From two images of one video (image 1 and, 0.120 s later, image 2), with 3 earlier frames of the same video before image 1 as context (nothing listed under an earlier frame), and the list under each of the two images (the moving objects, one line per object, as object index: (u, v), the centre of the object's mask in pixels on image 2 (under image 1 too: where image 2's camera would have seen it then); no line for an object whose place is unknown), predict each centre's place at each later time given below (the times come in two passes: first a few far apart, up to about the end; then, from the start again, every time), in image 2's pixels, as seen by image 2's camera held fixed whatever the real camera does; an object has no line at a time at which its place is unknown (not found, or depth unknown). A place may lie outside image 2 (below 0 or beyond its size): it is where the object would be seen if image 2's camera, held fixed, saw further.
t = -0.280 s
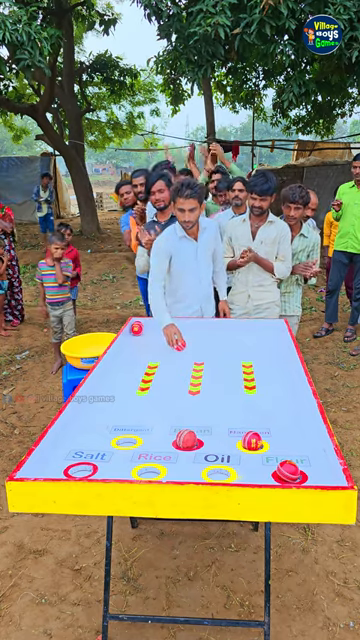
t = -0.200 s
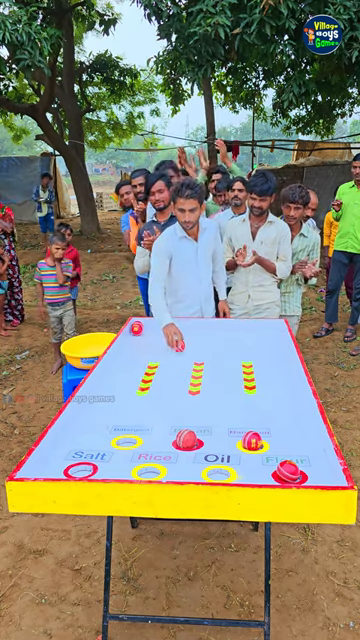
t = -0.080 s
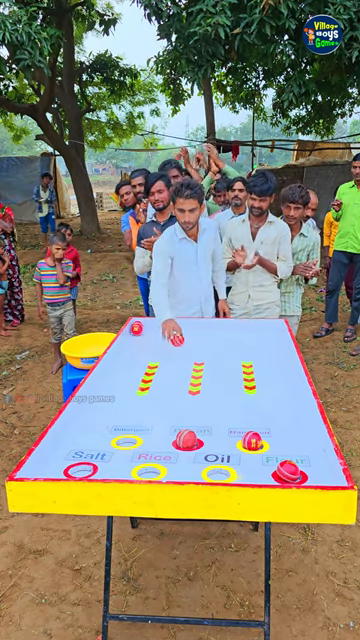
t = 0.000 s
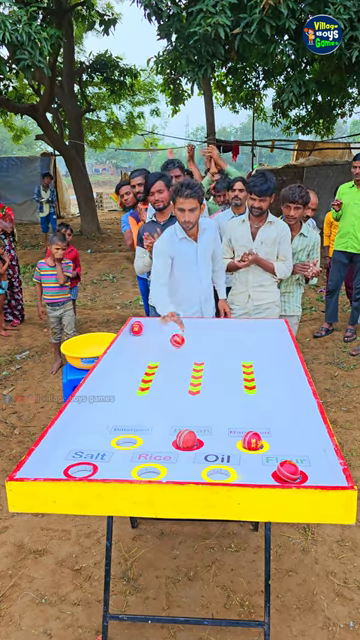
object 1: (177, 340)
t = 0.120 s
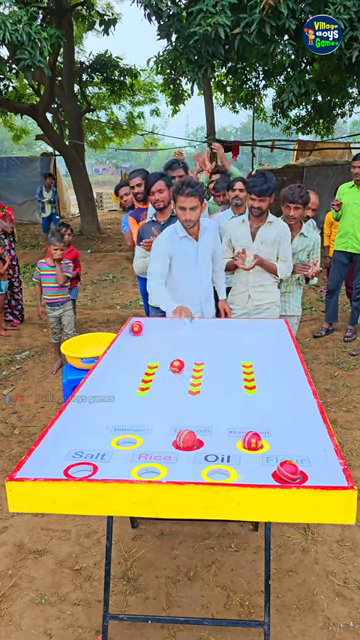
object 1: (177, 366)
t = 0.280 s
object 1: (177, 385)
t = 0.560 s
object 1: (176, 415)
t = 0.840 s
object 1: (162, 434)
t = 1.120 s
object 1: (134, 445)
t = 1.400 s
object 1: (105, 455)
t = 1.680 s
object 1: (81, 464)
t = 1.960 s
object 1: (82, 466)
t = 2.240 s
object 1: (82, 466)
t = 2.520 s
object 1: (82, 466)
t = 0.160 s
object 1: (177, 379)
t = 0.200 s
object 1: (177, 378)
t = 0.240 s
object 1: (177, 380)
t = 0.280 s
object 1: (177, 385)
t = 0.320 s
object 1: (177, 393)
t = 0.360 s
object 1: (177, 395)
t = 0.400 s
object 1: (177, 400)
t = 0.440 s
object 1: (177, 403)
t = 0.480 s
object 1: (177, 407)
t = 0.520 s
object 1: (177, 411)
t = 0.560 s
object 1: (176, 415)
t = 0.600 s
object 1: (176, 420)
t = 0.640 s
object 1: (175, 422)
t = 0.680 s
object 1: (175, 425)
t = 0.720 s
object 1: (172, 429)
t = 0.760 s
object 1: (169, 431)
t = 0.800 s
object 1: (165, 433)
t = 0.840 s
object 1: (162, 434)
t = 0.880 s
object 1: (158, 435)
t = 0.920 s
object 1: (154, 437)
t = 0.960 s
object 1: (151, 439)
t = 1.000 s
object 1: (146, 441)
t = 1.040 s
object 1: (143, 442)
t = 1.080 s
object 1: (139, 444)
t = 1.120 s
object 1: (134, 445)
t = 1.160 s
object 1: (131, 447)
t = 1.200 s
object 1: (126, 449)
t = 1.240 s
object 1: (123, 450)
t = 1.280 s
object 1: (120, 451)
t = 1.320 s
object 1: (115, 453)
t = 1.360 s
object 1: (111, 454)
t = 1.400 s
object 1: (105, 455)
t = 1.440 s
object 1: (102, 456)
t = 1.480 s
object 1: (97, 457)
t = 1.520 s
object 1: (93, 458)
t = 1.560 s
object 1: (90, 459)
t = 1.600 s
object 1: (84, 463)
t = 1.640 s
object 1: (80, 467)
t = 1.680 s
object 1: (81, 464)
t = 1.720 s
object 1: (82, 465)
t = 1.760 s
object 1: (81, 467)
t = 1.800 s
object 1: (80, 467)
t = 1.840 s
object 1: (80, 466)
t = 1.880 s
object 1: (80, 466)
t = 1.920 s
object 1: (81, 466)
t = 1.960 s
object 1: (82, 466)
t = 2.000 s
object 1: (82, 466)
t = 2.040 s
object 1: (82, 466)
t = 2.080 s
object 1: (82, 466)
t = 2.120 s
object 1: (82, 466)
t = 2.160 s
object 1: (82, 466)
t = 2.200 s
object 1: (82, 466)
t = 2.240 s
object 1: (82, 466)
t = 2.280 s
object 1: (82, 466)
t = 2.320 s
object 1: (82, 466)
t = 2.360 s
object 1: (82, 466)
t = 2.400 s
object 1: (82, 466)
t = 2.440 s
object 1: (82, 466)
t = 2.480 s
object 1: (82, 466)
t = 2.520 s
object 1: (82, 466)
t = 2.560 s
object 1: (82, 466)
